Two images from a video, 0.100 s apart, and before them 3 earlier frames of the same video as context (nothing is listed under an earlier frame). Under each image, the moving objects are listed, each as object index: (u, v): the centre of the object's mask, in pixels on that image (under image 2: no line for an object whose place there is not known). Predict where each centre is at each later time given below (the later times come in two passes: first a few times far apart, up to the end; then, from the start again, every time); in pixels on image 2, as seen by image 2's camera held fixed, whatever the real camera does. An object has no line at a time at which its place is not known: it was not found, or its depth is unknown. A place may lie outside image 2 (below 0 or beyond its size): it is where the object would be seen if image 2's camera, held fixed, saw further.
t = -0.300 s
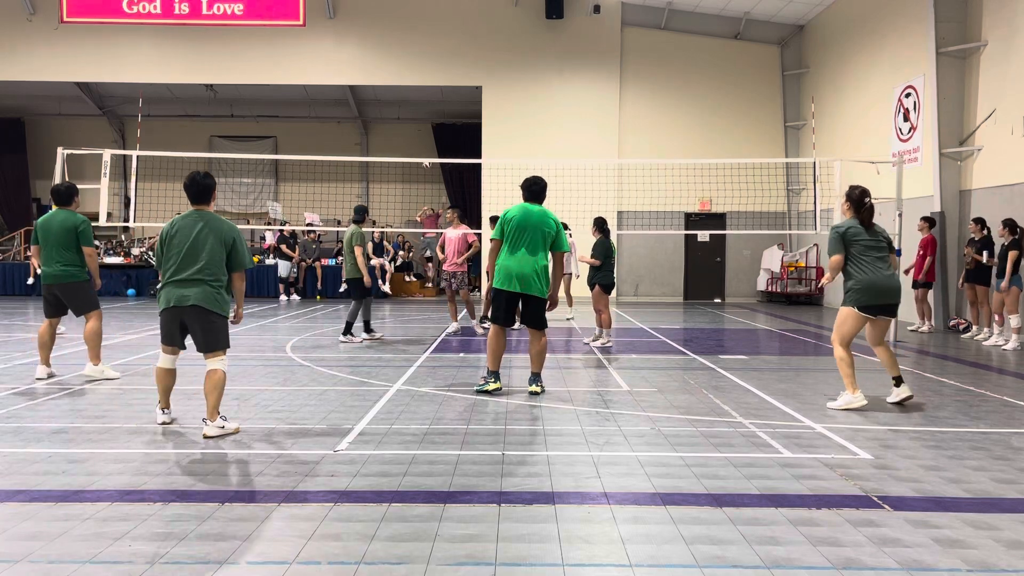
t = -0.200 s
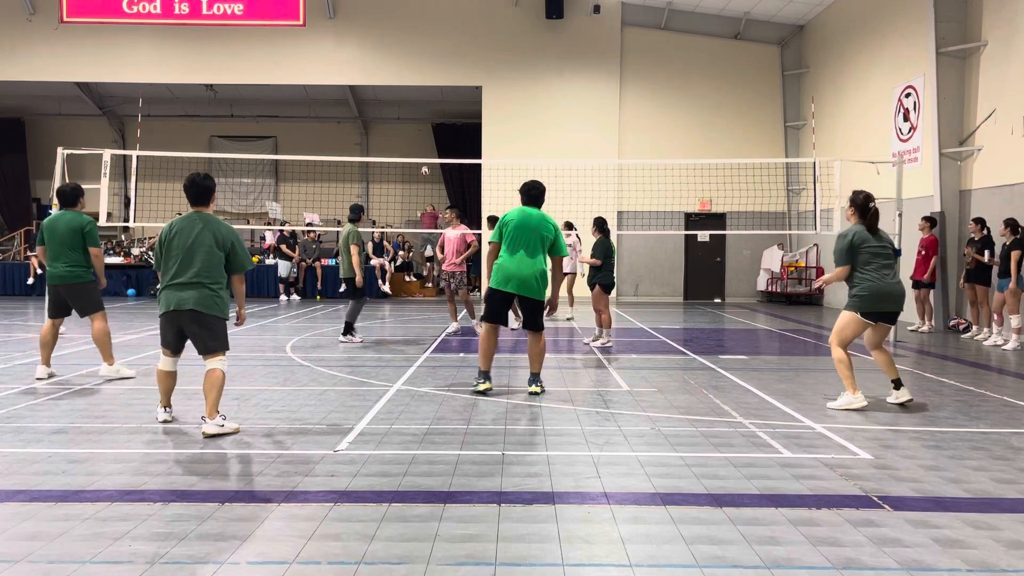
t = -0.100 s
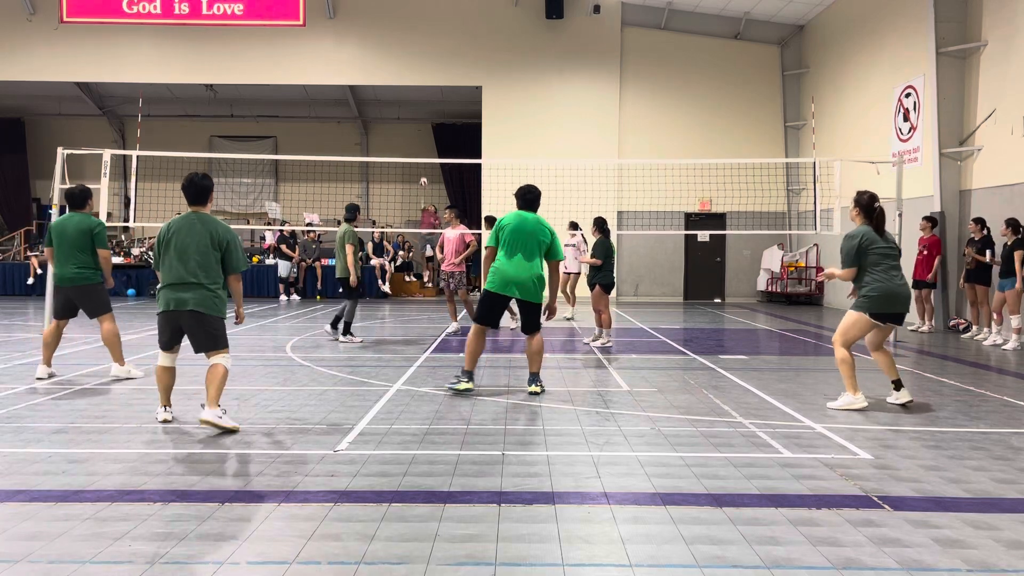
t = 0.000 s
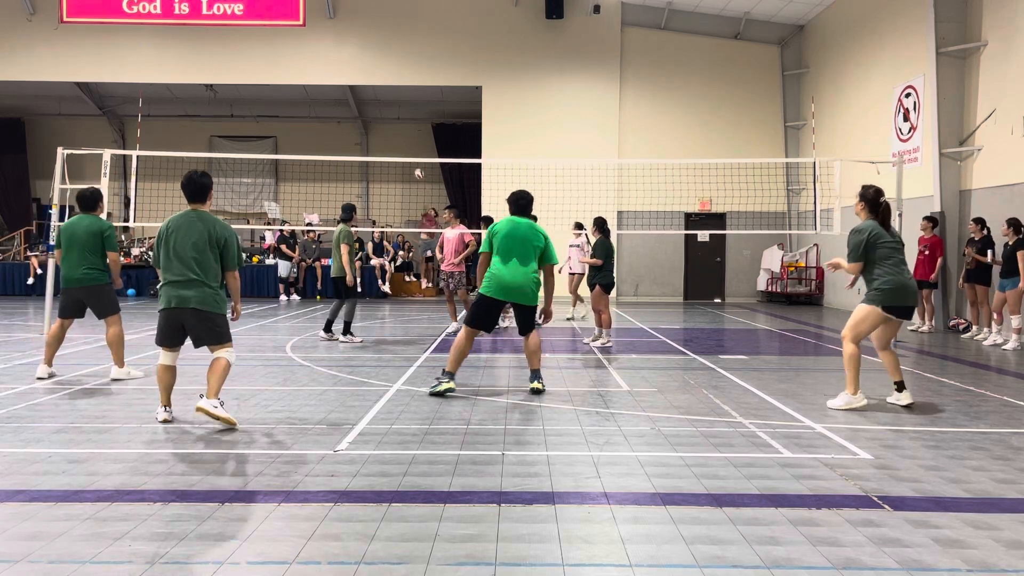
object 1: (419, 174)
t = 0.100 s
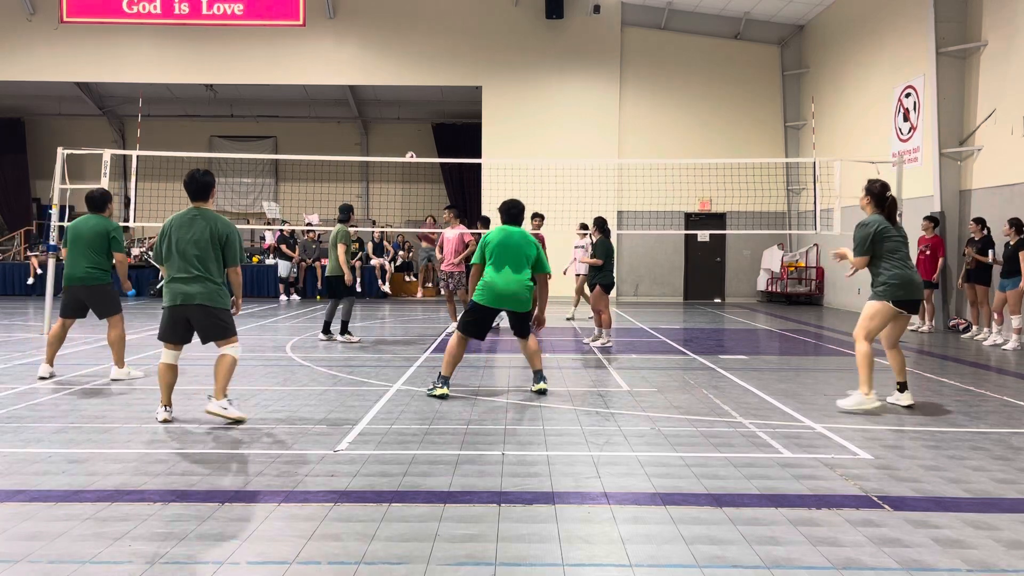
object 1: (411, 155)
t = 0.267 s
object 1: (392, 134)
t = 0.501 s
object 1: (347, 114)
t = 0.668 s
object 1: (299, 118)
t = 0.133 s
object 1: (407, 152)
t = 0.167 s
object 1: (404, 147)
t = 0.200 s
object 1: (400, 142)
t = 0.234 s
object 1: (396, 138)
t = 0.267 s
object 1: (392, 134)
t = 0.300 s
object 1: (387, 130)
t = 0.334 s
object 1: (382, 126)
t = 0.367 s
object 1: (376, 123)
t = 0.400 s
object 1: (370, 121)
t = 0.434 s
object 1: (363, 118)
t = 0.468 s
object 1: (355, 116)
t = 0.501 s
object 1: (347, 114)
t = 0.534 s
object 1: (338, 114)
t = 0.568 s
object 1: (329, 114)
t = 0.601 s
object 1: (320, 114)
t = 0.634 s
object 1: (310, 116)
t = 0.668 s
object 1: (299, 118)
